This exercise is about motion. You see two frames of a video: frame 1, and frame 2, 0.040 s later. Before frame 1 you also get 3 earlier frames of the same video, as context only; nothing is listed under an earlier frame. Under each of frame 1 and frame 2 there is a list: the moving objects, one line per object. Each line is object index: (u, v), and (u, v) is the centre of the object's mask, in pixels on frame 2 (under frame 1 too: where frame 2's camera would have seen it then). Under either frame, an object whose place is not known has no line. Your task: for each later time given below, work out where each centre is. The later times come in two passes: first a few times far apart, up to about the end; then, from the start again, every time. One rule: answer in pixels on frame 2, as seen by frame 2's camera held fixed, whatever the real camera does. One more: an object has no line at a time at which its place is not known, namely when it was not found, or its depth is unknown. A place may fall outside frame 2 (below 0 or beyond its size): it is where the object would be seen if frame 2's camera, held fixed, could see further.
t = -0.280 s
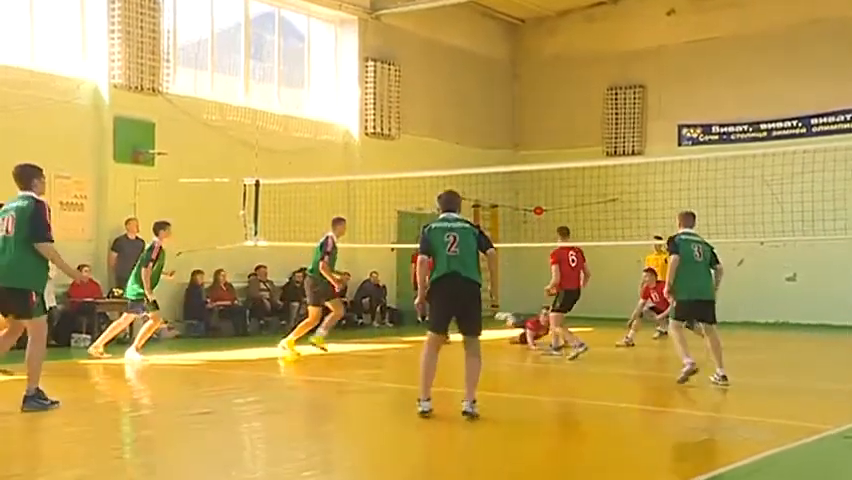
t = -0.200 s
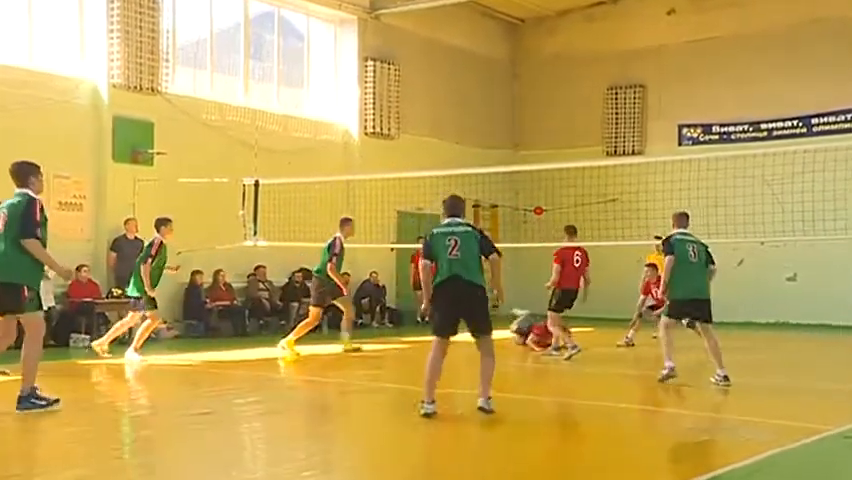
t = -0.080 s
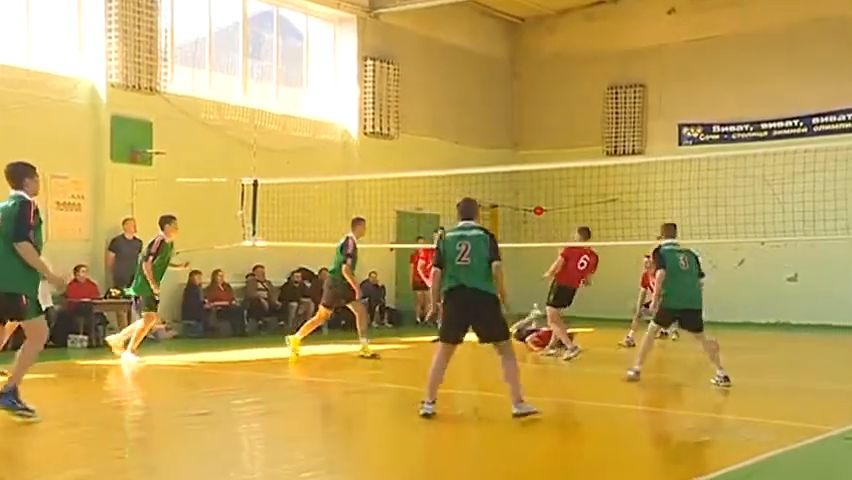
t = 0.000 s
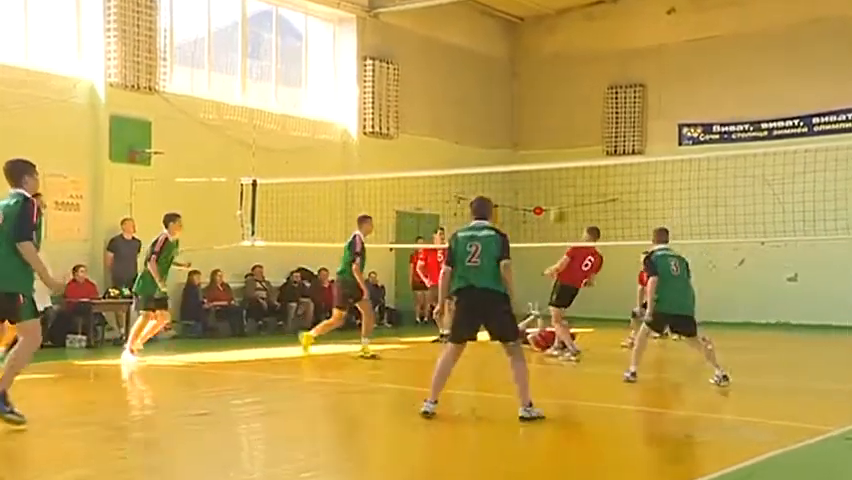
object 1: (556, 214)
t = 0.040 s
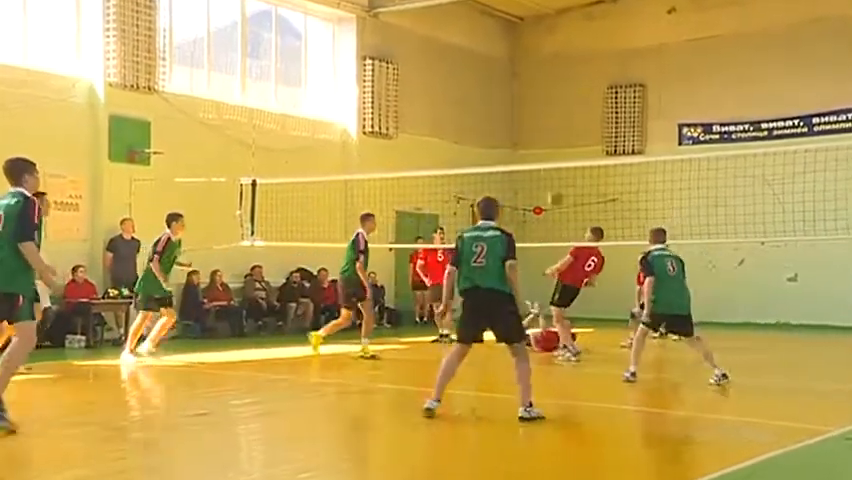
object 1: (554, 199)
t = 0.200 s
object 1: (540, 142)
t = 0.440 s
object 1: (522, 93)
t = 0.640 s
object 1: (506, 83)
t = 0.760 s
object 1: (495, 92)
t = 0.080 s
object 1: (551, 183)
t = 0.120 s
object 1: (549, 171)
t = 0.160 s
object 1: (545, 154)
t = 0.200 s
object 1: (540, 142)
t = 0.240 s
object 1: (535, 134)
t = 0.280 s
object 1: (534, 121)
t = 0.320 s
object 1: (532, 111)
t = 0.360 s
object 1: (530, 104)
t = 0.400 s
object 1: (526, 98)
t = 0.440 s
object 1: (522, 93)
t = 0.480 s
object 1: (518, 88)
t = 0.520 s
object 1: (515, 85)
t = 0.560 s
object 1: (511, 84)
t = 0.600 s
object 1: (509, 82)
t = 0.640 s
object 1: (506, 83)
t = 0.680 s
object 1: (502, 84)
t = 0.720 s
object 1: (499, 89)
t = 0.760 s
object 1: (495, 92)
